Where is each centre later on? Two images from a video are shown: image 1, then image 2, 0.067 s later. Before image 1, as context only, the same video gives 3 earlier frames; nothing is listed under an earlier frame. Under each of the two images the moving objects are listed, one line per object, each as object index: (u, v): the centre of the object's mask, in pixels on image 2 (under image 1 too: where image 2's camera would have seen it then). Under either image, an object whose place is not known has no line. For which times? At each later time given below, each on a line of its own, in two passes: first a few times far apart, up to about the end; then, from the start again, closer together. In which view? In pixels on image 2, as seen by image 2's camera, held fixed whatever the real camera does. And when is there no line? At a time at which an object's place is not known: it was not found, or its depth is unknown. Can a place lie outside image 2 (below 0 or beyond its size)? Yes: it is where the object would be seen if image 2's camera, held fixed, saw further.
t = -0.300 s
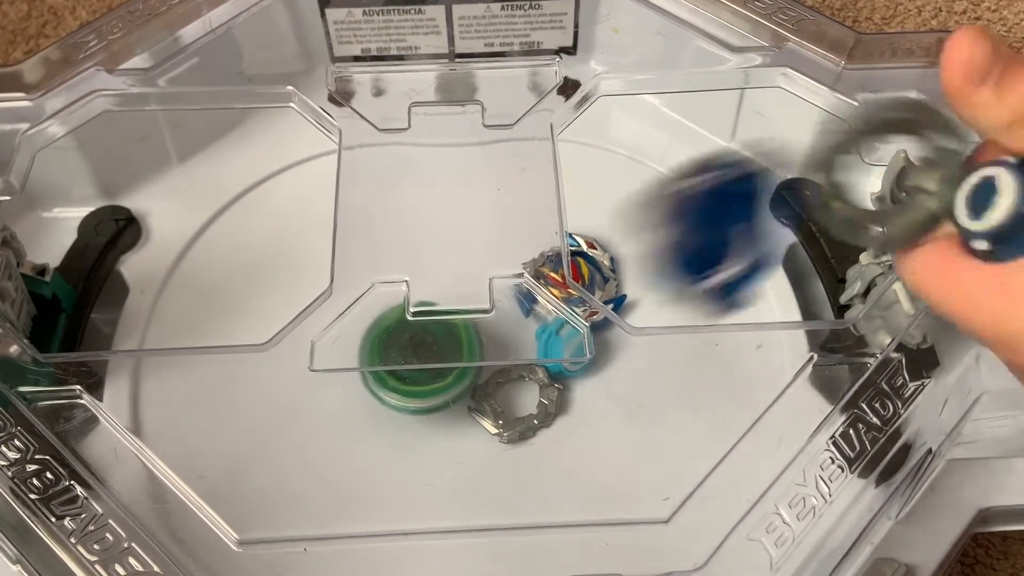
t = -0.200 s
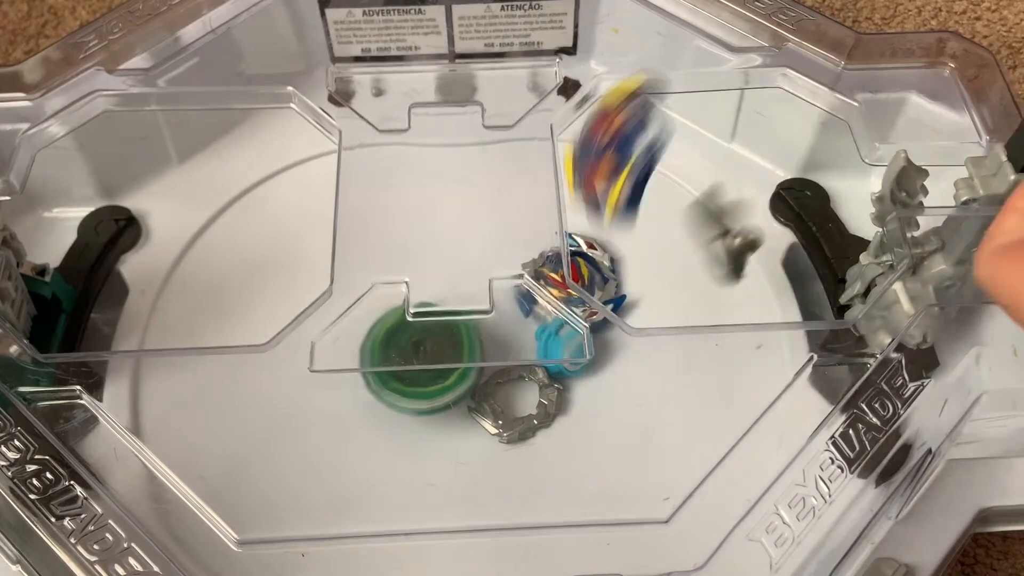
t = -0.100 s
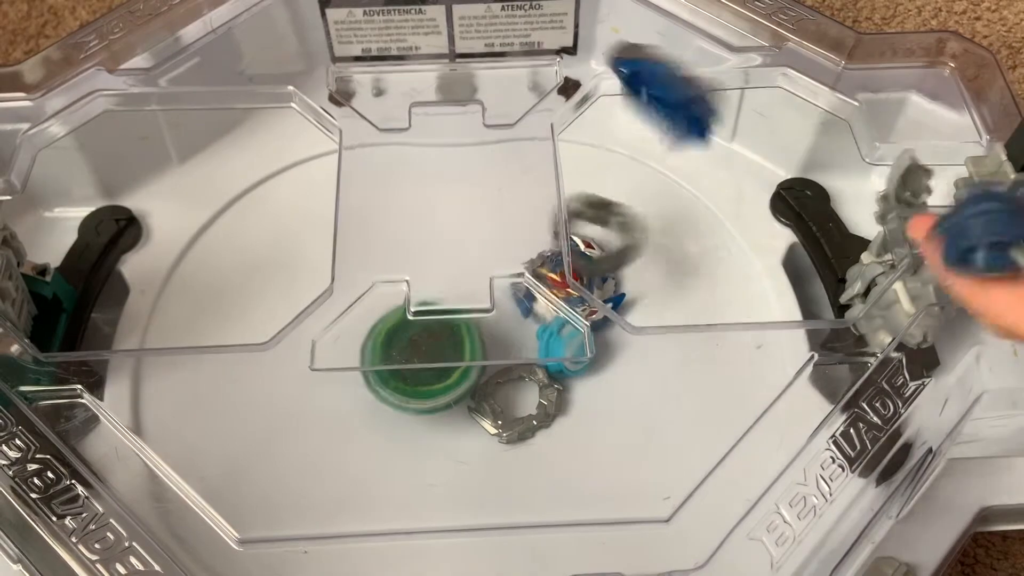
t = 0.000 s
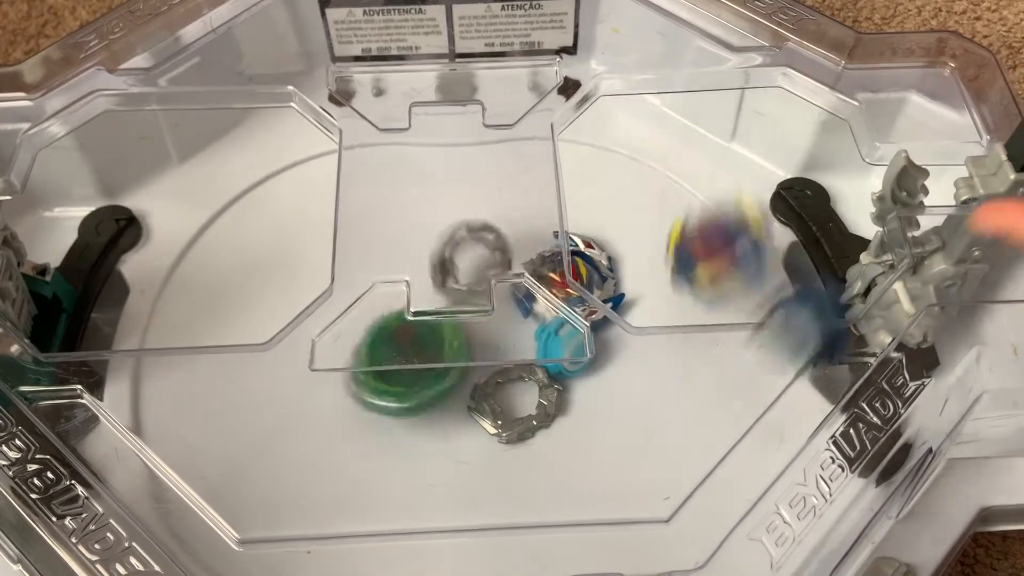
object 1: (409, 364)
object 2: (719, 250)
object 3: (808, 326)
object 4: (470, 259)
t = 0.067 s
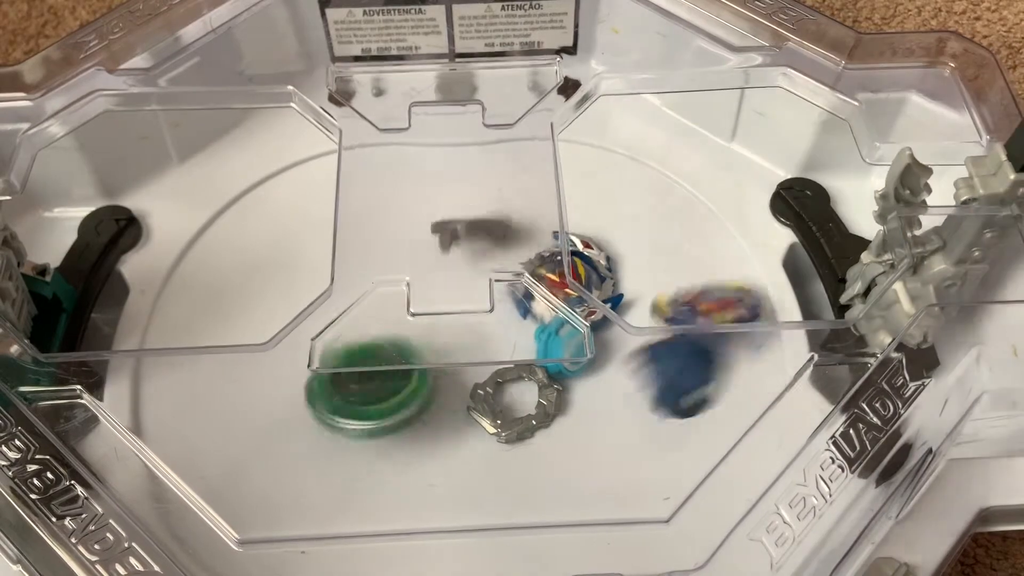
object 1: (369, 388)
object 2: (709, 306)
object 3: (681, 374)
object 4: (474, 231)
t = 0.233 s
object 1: (344, 389)
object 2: (628, 376)
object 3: (431, 492)
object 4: (444, 208)
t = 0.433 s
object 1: (380, 362)
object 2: (625, 383)
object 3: (327, 540)
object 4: (444, 279)
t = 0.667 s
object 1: (433, 369)
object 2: (625, 383)
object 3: (332, 540)
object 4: (444, 285)
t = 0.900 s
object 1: (427, 404)
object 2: (625, 383)
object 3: (332, 540)
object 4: (444, 286)
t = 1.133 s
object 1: (421, 372)
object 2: (625, 383)
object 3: (333, 540)
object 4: (444, 286)
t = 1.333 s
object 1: (433, 330)
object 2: (625, 383)
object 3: (332, 540)
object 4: (439, 264)
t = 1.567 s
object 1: (405, 320)
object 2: (624, 383)
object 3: (333, 540)
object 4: (461, 278)
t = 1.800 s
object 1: (379, 315)
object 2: (624, 383)
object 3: (333, 540)
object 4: (464, 284)
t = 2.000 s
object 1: (388, 326)
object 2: (625, 383)
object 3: (333, 540)
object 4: (457, 281)
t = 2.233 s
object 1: (392, 335)
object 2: (624, 383)
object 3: (333, 540)
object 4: (464, 278)
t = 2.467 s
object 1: (398, 355)
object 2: (625, 383)
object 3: (333, 540)
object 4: (457, 283)
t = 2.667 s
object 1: (402, 362)
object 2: (625, 383)
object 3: (333, 540)
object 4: (454, 286)
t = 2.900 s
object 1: (388, 363)
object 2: (625, 383)
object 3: (333, 540)
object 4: (453, 286)
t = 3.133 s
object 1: (389, 362)
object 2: (625, 383)
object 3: (333, 540)
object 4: (453, 286)
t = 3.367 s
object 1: (384, 359)
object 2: (625, 382)
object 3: (333, 540)
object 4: (453, 286)
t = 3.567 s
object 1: (390, 362)
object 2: (625, 382)
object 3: (333, 540)
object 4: (454, 286)
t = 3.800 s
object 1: (388, 361)
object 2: (625, 383)
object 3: (333, 540)
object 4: (454, 286)
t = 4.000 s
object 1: (385, 360)
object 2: (625, 383)
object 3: (333, 540)
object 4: (454, 286)
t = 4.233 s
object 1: (389, 361)
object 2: (625, 383)
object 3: (333, 540)
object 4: (453, 286)
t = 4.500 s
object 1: (388, 361)
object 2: (624, 383)
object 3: (333, 540)
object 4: (453, 286)
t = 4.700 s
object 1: (389, 361)
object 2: (624, 383)
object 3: (333, 540)
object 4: (453, 286)
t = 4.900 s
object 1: (388, 360)
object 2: (624, 383)
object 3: (333, 540)
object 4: (453, 286)
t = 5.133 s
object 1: (388, 360)
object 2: (625, 383)
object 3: (333, 540)
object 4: (453, 286)
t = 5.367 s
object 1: (388, 360)
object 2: (624, 383)
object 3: (333, 540)
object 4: (453, 286)
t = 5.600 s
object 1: (388, 360)
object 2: (625, 383)
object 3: (333, 540)
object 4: (453, 286)
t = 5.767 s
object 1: (388, 360)
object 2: (625, 383)
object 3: (333, 540)
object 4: (453, 286)
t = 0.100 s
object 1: (357, 393)
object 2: (702, 316)
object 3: (631, 392)
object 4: (471, 207)
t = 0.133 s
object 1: (350, 403)
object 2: (675, 338)
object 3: (574, 418)
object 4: (465, 197)
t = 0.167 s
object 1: (348, 394)
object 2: (657, 356)
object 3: (526, 437)
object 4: (458, 194)
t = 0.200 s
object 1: (346, 391)
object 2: (640, 374)
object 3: (475, 463)
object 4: (452, 200)
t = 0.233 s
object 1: (344, 389)
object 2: (628, 376)
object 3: (431, 492)
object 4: (444, 208)
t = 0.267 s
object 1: (346, 385)
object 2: (625, 382)
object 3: (395, 521)
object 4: (441, 214)
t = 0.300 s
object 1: (350, 381)
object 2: (625, 383)
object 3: (354, 542)
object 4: (439, 228)
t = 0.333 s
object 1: (355, 378)
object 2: (625, 383)
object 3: (335, 539)
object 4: (439, 248)
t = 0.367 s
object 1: (363, 372)
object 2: (625, 383)
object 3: (324, 538)
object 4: (440, 255)
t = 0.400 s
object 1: (372, 366)
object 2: (625, 383)
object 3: (323, 538)
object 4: (442, 276)
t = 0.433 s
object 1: (380, 362)
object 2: (625, 383)
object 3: (327, 540)
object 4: (444, 279)
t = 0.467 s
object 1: (390, 360)
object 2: (625, 383)
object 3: (331, 540)
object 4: (444, 283)
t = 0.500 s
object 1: (403, 358)
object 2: (625, 383)
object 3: (332, 540)
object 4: (444, 285)
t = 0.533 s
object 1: (418, 362)
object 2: (625, 383)
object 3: (332, 540)
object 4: (443, 285)
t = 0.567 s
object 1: (427, 363)
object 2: (625, 383)
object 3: (332, 540)
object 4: (451, 273)
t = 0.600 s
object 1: (434, 363)
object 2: (625, 383)
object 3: (332, 540)
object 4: (452, 274)
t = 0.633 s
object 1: (434, 368)
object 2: (625, 383)
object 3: (332, 540)
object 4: (444, 286)
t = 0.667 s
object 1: (433, 369)
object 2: (625, 383)
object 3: (332, 540)
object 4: (444, 285)
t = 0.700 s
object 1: (437, 375)
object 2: (625, 383)
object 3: (332, 540)
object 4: (444, 285)
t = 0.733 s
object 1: (434, 384)
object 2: (625, 383)
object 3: (332, 540)
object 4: (444, 286)
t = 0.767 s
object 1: (433, 391)
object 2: (625, 383)
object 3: (333, 540)
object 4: (444, 286)
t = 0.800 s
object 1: (433, 394)
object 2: (625, 383)
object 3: (332, 540)
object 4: (444, 286)
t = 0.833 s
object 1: (432, 400)
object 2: (625, 383)
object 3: (332, 540)
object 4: (444, 286)
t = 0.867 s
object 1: (429, 406)
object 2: (625, 383)
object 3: (332, 540)
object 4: (444, 286)
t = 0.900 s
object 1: (427, 404)
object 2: (625, 383)
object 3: (332, 540)
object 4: (444, 286)
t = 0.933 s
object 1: (425, 403)
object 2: (625, 383)
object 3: (332, 540)
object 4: (444, 286)
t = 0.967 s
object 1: (423, 397)
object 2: (625, 383)
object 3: (333, 540)
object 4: (444, 286)
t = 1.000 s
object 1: (419, 394)
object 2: (625, 383)
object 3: (333, 540)
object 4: (444, 286)
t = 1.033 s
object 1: (418, 390)
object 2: (625, 383)
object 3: (332, 540)
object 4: (444, 286)
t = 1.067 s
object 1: (416, 383)
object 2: (625, 383)
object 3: (332, 540)
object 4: (444, 286)
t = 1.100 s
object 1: (418, 378)
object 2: (625, 383)
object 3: (333, 540)
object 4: (444, 286)
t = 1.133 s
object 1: (421, 372)
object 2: (625, 383)
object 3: (333, 540)
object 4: (444, 286)
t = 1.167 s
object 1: (425, 367)
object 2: (625, 383)
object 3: (333, 540)
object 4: (444, 286)
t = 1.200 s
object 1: (429, 362)
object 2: (625, 383)
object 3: (332, 540)
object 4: (452, 275)
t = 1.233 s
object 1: (434, 357)
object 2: (625, 383)
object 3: (333, 540)
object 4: (445, 270)
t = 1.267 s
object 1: (436, 342)
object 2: (625, 383)
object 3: (332, 540)
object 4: (442, 269)
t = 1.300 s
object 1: (436, 336)
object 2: (625, 383)
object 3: (332, 540)
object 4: (440, 267)
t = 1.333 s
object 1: (433, 330)
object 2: (625, 383)
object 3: (332, 540)
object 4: (439, 264)
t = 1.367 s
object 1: (431, 320)
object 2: (625, 383)
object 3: (332, 540)
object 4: (438, 262)
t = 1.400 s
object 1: (428, 320)
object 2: (624, 383)
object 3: (333, 540)
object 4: (439, 261)
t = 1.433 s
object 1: (427, 310)
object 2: (624, 383)
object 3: (333, 540)
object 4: (435, 258)
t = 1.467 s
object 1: (424, 311)
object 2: (624, 383)
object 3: (332, 540)
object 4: (443, 259)
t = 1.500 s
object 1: (420, 310)
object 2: (624, 383)
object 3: (332, 540)
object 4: (464, 271)
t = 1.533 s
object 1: (411, 319)
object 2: (624, 383)
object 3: (332, 540)
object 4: (460, 277)
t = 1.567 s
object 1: (405, 320)
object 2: (624, 383)
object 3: (333, 540)
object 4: (461, 278)
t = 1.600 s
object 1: (390, 328)
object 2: (624, 383)
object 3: (333, 540)
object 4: (464, 278)
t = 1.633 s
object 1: (383, 325)
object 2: (624, 383)
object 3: (333, 540)
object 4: (464, 278)
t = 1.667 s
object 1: (378, 324)
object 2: (624, 383)
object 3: (333, 540)
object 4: (452, 284)
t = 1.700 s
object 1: (377, 318)
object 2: (624, 383)
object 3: (333, 540)
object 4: (464, 280)
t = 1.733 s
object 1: (376, 317)
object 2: (624, 383)
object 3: (332, 540)
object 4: (464, 279)
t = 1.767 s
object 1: (376, 316)
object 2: (624, 383)
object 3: (332, 540)
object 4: (463, 277)
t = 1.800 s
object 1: (379, 315)
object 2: (624, 383)
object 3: (333, 540)
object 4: (464, 284)
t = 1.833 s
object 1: (380, 318)
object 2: (624, 383)
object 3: (333, 540)
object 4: (464, 283)
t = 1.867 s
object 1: (380, 318)
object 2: (624, 383)
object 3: (333, 540)
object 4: (464, 280)
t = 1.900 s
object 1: (384, 315)
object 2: (624, 383)
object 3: (333, 540)
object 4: (464, 280)
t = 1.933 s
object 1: (387, 317)
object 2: (624, 383)
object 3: (332, 540)
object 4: (464, 280)
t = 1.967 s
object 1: (388, 321)
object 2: (624, 383)
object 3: (333, 540)
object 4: (464, 280)
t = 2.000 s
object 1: (388, 326)
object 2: (625, 383)
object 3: (333, 540)
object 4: (457, 281)
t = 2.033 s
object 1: (385, 333)
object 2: (624, 383)
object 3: (333, 540)
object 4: (464, 279)
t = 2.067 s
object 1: (391, 329)
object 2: (624, 383)
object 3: (333, 540)
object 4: (464, 278)
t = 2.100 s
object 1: (390, 335)
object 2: (624, 383)
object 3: (333, 540)
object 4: (464, 278)
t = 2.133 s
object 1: (389, 343)
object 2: (624, 383)
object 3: (333, 540)
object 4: (464, 278)
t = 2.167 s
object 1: (387, 343)
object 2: (624, 383)
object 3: (333, 540)
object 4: (464, 278)
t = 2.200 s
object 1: (387, 336)
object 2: (624, 383)
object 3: (332, 540)
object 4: (464, 278)
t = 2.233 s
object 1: (392, 335)
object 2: (624, 383)
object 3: (333, 540)
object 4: (464, 278)
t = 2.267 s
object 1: (397, 333)
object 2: (624, 383)
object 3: (333, 540)
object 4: (464, 278)
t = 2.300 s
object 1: (397, 344)
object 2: (624, 383)
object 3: (333, 540)
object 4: (452, 285)
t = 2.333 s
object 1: (396, 348)
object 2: (624, 383)
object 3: (333, 540)
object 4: (456, 283)
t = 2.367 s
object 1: (396, 350)
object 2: (624, 383)
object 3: (333, 540)
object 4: (456, 284)
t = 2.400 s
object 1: (397, 352)
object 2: (624, 383)
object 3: (333, 540)
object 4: (456, 284)
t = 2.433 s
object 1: (398, 354)
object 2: (624, 383)
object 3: (333, 540)
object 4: (454, 285)
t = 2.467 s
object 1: (398, 355)
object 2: (625, 383)
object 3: (333, 540)
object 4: (457, 283)
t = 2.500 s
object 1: (402, 354)
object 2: (625, 383)
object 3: (333, 540)
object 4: (457, 283)
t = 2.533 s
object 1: (403, 358)
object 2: (625, 383)
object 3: (332, 540)
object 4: (454, 285)
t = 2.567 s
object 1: (401, 359)
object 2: (625, 383)
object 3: (333, 540)
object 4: (455, 285)
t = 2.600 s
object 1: (402, 359)
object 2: (625, 383)
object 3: (333, 540)
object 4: (454, 285)
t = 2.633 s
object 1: (402, 361)
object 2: (625, 383)
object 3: (333, 540)
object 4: (454, 285)
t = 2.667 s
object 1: (402, 362)
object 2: (625, 383)
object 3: (333, 540)
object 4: (454, 286)
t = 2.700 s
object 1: (400, 364)
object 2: (625, 383)
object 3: (333, 540)
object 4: (454, 286)
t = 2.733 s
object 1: (399, 365)
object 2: (625, 383)
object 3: (333, 540)
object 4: (454, 286)
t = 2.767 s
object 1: (398, 366)
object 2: (625, 383)
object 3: (333, 540)
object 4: (453, 286)
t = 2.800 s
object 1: (394, 364)
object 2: (625, 383)
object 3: (333, 540)
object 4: (453, 286)
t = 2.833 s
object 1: (390, 364)
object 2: (624, 383)
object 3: (333, 540)
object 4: (453, 286)
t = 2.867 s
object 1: (390, 363)
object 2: (625, 383)
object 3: (333, 540)
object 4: (453, 286)
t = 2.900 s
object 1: (388, 363)
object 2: (625, 383)
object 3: (333, 540)
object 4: (453, 286)
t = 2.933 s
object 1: (387, 361)
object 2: (625, 382)
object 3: (333, 540)
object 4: (453, 286)
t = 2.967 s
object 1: (385, 360)
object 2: (625, 383)
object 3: (333, 540)
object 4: (453, 286)
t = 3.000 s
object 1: (383, 359)
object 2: (625, 382)
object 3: (333, 540)
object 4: (453, 286)
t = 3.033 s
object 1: (383, 359)
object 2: (625, 383)
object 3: (332, 540)
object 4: (453, 286)
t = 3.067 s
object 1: (383, 359)
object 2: (625, 382)
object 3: (333, 540)
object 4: (453, 286)
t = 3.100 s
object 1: (385, 360)
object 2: (625, 383)
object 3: (333, 540)
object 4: (453, 286)
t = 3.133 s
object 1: (389, 362)
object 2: (625, 383)
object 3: (333, 540)
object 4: (453, 286)
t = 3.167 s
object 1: (390, 362)
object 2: (625, 383)
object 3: (333, 540)
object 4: (453, 286)
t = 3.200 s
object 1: (391, 363)
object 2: (625, 383)
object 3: (333, 540)
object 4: (453, 286)
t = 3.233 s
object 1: (391, 363)
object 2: (625, 383)
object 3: (333, 540)
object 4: (453, 286)
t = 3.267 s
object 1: (390, 362)
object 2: (625, 383)
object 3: (333, 540)
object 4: (453, 286)
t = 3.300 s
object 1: (388, 361)
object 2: (625, 382)
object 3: (333, 540)
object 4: (453, 286)
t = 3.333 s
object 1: (385, 360)
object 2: (625, 383)
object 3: (332, 540)
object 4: (453, 286)
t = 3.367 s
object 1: (384, 359)
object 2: (625, 382)
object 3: (333, 540)
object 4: (453, 286)
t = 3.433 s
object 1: (385, 360)
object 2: (625, 382)
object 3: (333, 540)
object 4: (453, 286)
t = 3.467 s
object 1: (388, 361)
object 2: (625, 383)
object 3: (333, 540)
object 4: (453, 286)
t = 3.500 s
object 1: (390, 362)
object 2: (625, 382)
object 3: (333, 540)
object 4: (453, 286)
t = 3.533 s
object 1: (390, 363)
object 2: (625, 383)
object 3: (333, 540)
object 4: (454, 286)
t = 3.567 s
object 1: (390, 362)
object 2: (625, 382)
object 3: (333, 540)
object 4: (454, 286)
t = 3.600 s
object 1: (388, 361)
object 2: (625, 383)
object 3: (333, 540)
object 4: (454, 286)
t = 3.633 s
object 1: (386, 360)
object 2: (625, 383)
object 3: (333, 540)
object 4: (454, 286)
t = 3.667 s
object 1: (385, 359)
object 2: (625, 383)
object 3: (333, 540)
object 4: (454, 286)
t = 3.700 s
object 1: (384, 359)
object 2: (625, 383)
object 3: (333, 540)
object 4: (454, 286)
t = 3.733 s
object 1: (384, 359)
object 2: (625, 383)
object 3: (333, 540)
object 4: (453, 286)
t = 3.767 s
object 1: (385, 360)
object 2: (625, 383)
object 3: (333, 540)
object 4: (453, 286)
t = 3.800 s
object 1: (388, 361)
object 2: (625, 383)
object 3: (333, 540)
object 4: (454, 286)
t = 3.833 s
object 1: (389, 362)
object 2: (625, 383)
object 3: (333, 540)
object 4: (454, 286)
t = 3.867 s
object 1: (390, 362)
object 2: (625, 383)
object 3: (333, 540)
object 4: (454, 286)
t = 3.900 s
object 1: (389, 362)
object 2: (625, 383)
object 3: (333, 540)
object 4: (454, 286)
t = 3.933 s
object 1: (388, 361)
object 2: (625, 383)
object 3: (333, 540)
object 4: (454, 286)
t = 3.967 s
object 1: (386, 360)
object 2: (625, 383)
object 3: (333, 540)
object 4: (454, 286)
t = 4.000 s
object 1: (385, 360)
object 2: (625, 383)
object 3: (333, 540)
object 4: (454, 286)
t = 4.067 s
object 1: (387, 360)
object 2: (624, 383)
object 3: (333, 540)
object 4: (453, 286)
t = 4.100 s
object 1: (389, 361)
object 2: (625, 383)
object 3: (333, 540)
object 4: (453, 286)
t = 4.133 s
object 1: (389, 362)
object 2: (624, 383)
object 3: (333, 540)
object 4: (453, 286)
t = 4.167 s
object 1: (390, 362)
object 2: (625, 383)
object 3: (333, 540)
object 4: (453, 286)
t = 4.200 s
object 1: (389, 362)
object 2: (624, 383)
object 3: (333, 540)
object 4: (453, 286)
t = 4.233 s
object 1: (389, 361)
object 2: (625, 383)
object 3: (333, 540)
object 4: (453, 286)
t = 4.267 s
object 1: (387, 360)
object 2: (625, 383)
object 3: (333, 540)
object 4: (453, 286)
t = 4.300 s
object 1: (386, 360)
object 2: (624, 383)
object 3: (333, 540)
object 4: (453, 286)
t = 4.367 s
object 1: (387, 361)
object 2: (624, 383)
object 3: (333, 540)
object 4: (453, 286)
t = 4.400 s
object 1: (389, 361)
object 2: (625, 383)
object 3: (333, 540)
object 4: (453, 286)
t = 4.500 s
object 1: (388, 361)
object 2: (624, 383)
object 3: (333, 540)
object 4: (453, 286)
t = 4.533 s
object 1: (387, 360)
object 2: (624, 383)
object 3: (333, 540)
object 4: (453, 286)
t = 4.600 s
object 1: (388, 360)
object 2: (625, 383)
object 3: (333, 540)
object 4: (453, 286)
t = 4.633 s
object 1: (389, 361)
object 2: (624, 383)
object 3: (333, 540)
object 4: (453, 286)
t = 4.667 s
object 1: (389, 361)
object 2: (624, 383)
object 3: (333, 540)
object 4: (453, 286)
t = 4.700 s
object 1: (389, 361)
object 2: (624, 383)
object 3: (333, 540)
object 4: (453, 286)
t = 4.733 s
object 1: (388, 360)
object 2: (624, 383)
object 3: (333, 540)
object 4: (453, 286)
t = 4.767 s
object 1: (387, 360)
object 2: (624, 383)
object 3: (333, 540)
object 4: (453, 286)
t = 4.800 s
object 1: (387, 360)
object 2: (624, 382)
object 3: (333, 540)
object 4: (453, 286)
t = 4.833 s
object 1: (388, 360)
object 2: (624, 383)
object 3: (333, 540)
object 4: (453, 286)
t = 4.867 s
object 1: (389, 361)
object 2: (624, 383)
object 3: (333, 540)
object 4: (453, 286)
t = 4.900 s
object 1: (388, 360)
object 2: (624, 383)
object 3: (333, 540)
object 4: (453, 286)
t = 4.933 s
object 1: (387, 360)
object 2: (624, 383)
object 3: (333, 540)
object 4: (453, 286)
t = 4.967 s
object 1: (387, 360)
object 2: (624, 382)
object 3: (333, 540)
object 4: (453, 286)
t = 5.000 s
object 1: (388, 360)
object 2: (624, 383)
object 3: (333, 540)
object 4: (453, 286)
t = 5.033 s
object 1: (388, 360)
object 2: (624, 383)
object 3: (333, 540)
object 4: (453, 286)
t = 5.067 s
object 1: (389, 361)
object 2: (624, 383)
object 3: (333, 540)
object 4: (453, 286)
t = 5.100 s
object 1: (387, 361)
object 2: (624, 383)
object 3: (333, 540)
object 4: (453, 286)
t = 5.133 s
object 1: (388, 360)
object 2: (625, 383)
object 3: (333, 540)
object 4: (453, 286)
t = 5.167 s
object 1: (387, 360)
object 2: (624, 383)
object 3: (332, 540)
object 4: (453, 286)
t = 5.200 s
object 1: (388, 360)
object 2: (624, 383)
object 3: (333, 540)
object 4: (453, 286)
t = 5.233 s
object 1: (388, 360)
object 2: (624, 383)
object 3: (334, 540)
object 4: (453, 286)
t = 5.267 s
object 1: (388, 360)
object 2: (624, 383)
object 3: (333, 540)
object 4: (453, 286)
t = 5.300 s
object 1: (388, 360)
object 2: (624, 383)
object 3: (333, 540)
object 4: (453, 286)
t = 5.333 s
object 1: (387, 360)
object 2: (624, 383)
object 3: (333, 540)
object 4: (453, 286)
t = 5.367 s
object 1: (388, 360)
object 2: (624, 383)
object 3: (333, 540)
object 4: (453, 286)
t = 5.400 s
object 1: (388, 360)
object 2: (624, 383)
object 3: (333, 540)
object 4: (453, 286)
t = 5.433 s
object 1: (388, 360)
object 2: (624, 383)
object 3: (333, 540)
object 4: (453, 286)
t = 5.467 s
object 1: (388, 360)
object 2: (624, 383)
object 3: (333, 540)
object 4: (453, 286)
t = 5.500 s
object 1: (388, 360)
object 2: (624, 383)
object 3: (333, 540)
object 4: (454, 286)
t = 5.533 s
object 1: (387, 360)
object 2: (624, 383)
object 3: (333, 540)
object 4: (453, 286)
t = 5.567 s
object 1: (388, 360)
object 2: (624, 383)
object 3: (333, 540)
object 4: (454, 286)
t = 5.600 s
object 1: (388, 360)
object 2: (625, 383)
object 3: (333, 540)
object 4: (453, 286)
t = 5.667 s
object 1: (388, 360)
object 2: (624, 383)
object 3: (333, 540)
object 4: (453, 286)
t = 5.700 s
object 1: (388, 360)
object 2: (624, 383)
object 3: (333, 540)
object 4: (453, 286)
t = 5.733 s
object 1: (387, 360)
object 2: (625, 383)
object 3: (333, 540)
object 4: (453, 286)
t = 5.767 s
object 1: (388, 360)
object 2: (625, 383)
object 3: (333, 540)
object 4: (453, 286)
